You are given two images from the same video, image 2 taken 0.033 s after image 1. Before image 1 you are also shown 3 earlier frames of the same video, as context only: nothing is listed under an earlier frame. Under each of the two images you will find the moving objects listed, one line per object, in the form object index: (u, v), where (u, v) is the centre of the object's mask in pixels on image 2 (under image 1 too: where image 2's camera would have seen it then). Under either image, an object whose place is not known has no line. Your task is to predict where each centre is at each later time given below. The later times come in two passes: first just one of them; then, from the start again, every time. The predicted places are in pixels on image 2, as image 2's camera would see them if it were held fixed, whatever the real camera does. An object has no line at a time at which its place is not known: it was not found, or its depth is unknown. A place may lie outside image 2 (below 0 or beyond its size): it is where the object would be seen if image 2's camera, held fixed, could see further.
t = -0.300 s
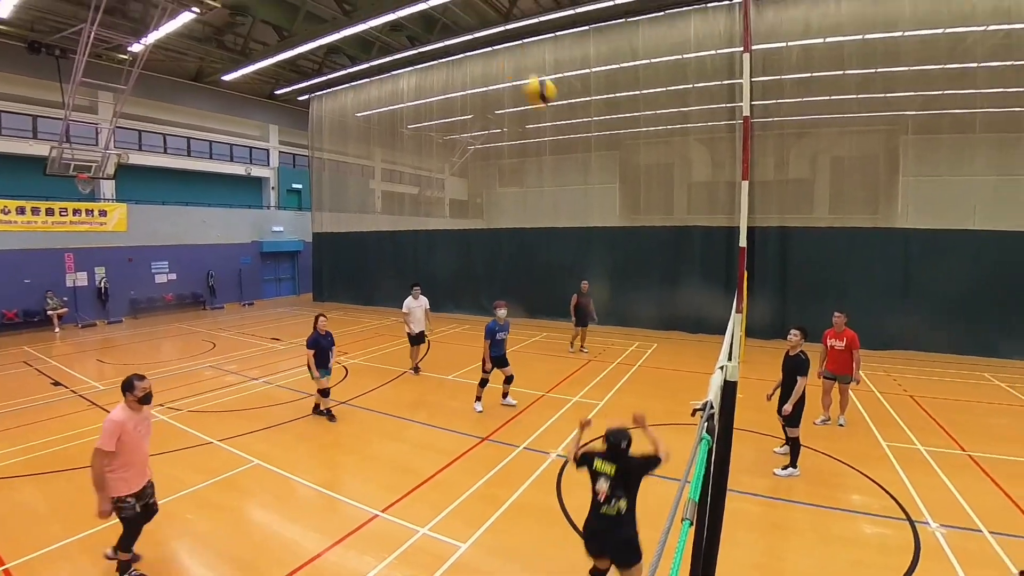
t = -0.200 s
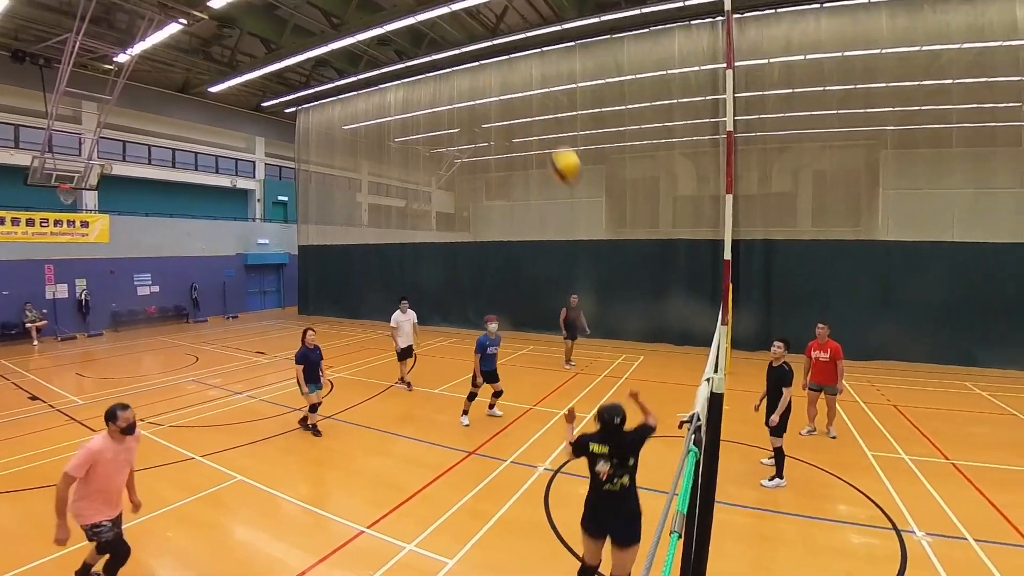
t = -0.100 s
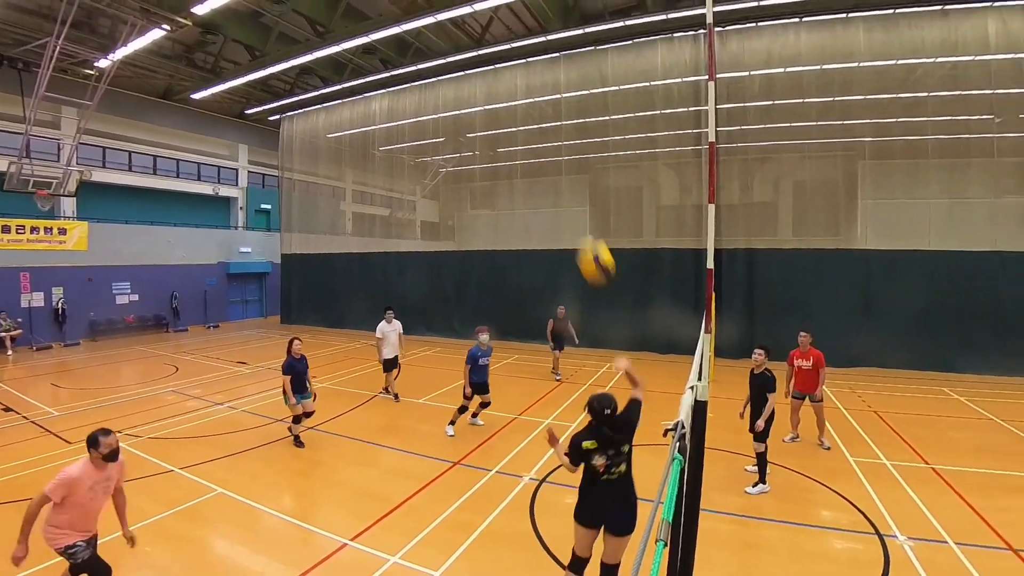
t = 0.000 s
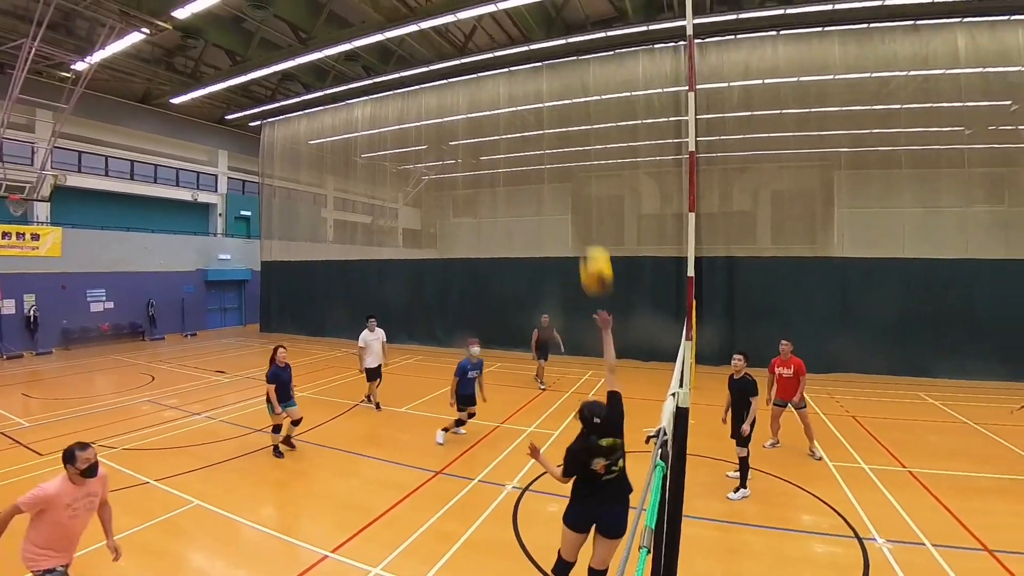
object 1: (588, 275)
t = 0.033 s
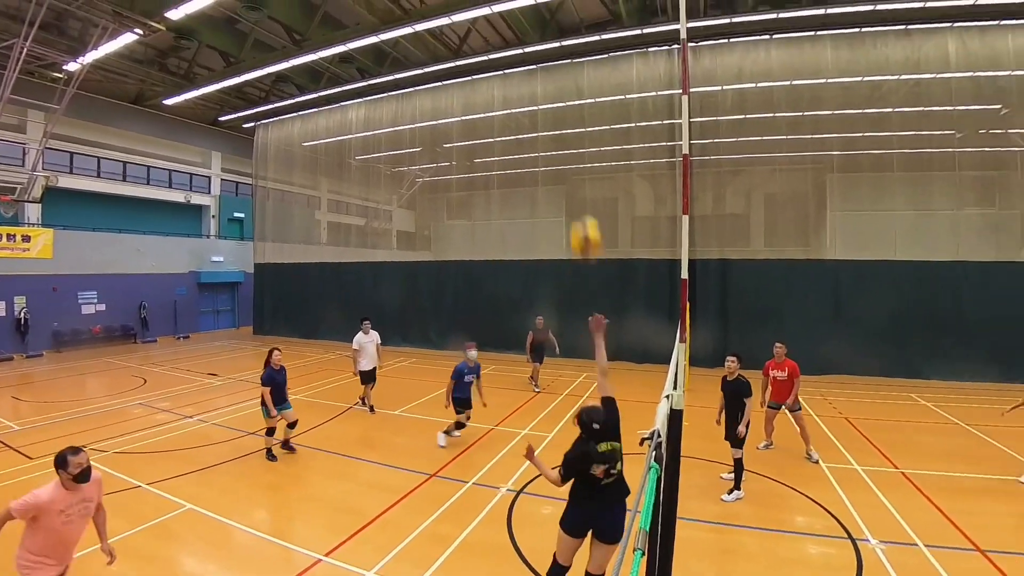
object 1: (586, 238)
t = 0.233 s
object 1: (566, 105)
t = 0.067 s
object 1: (584, 207)
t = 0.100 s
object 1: (579, 181)
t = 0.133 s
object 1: (576, 155)
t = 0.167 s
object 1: (570, 137)
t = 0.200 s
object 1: (566, 120)
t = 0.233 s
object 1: (566, 105)
